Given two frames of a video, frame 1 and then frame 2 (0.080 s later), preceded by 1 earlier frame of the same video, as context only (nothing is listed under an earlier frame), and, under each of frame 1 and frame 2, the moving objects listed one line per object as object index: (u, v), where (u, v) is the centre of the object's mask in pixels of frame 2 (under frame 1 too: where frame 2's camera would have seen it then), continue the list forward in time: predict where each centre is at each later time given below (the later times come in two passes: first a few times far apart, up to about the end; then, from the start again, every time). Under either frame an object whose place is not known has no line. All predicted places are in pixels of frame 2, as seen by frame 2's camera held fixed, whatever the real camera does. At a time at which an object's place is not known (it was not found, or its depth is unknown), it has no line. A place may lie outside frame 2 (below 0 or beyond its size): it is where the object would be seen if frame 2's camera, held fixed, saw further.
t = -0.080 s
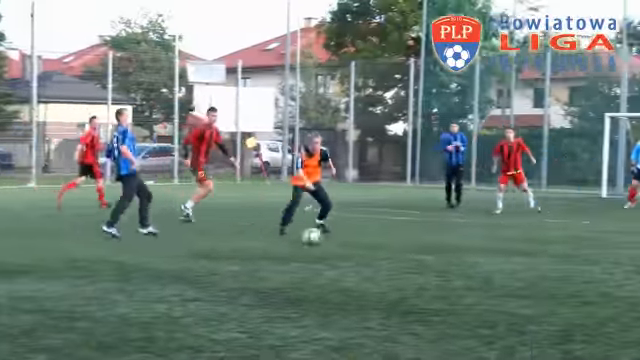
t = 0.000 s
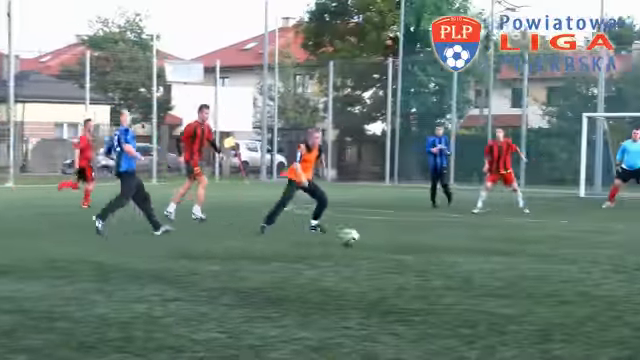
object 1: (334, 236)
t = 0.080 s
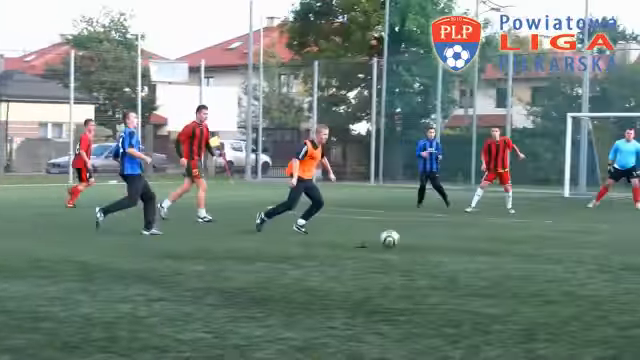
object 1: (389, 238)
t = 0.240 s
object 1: (491, 241)
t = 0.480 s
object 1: (631, 249)
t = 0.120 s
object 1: (416, 238)
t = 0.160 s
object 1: (443, 240)
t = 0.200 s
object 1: (468, 242)
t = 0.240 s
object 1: (491, 241)
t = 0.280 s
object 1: (515, 241)
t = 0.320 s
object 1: (539, 243)
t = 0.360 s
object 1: (562, 246)
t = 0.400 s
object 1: (585, 247)
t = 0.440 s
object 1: (608, 248)
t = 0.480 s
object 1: (631, 249)
